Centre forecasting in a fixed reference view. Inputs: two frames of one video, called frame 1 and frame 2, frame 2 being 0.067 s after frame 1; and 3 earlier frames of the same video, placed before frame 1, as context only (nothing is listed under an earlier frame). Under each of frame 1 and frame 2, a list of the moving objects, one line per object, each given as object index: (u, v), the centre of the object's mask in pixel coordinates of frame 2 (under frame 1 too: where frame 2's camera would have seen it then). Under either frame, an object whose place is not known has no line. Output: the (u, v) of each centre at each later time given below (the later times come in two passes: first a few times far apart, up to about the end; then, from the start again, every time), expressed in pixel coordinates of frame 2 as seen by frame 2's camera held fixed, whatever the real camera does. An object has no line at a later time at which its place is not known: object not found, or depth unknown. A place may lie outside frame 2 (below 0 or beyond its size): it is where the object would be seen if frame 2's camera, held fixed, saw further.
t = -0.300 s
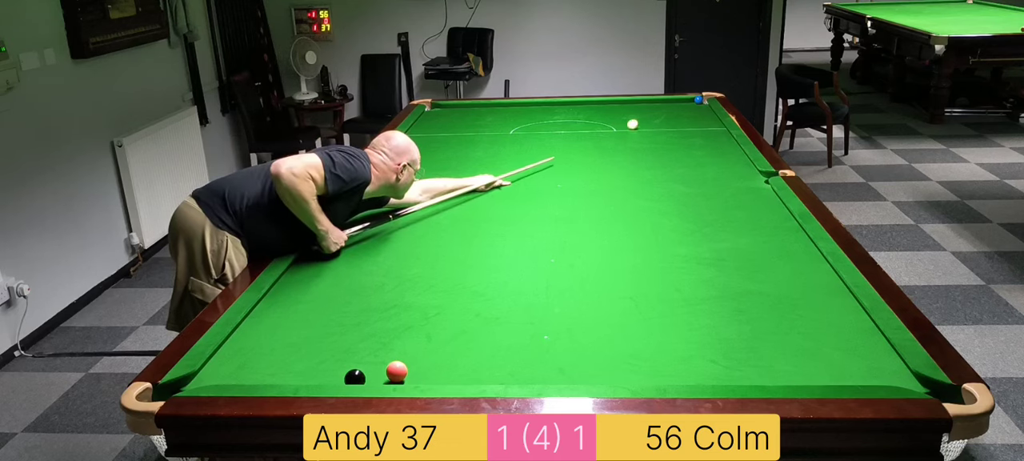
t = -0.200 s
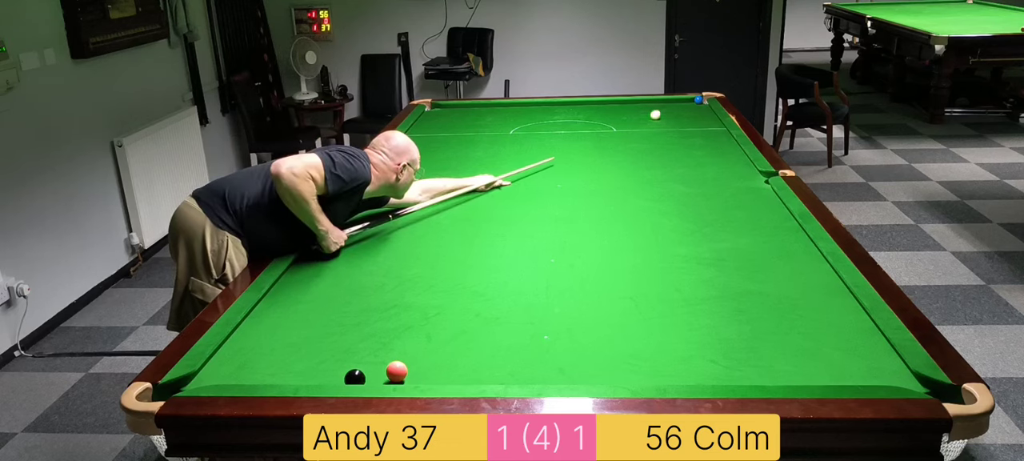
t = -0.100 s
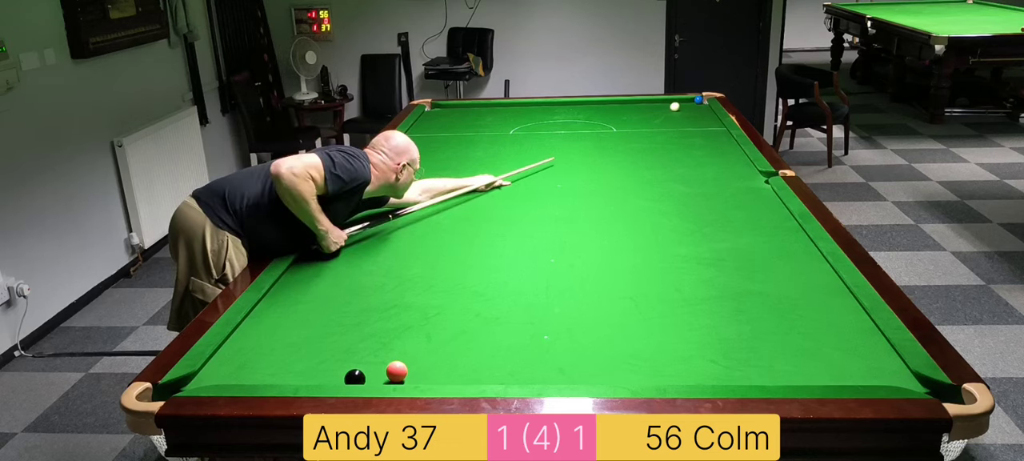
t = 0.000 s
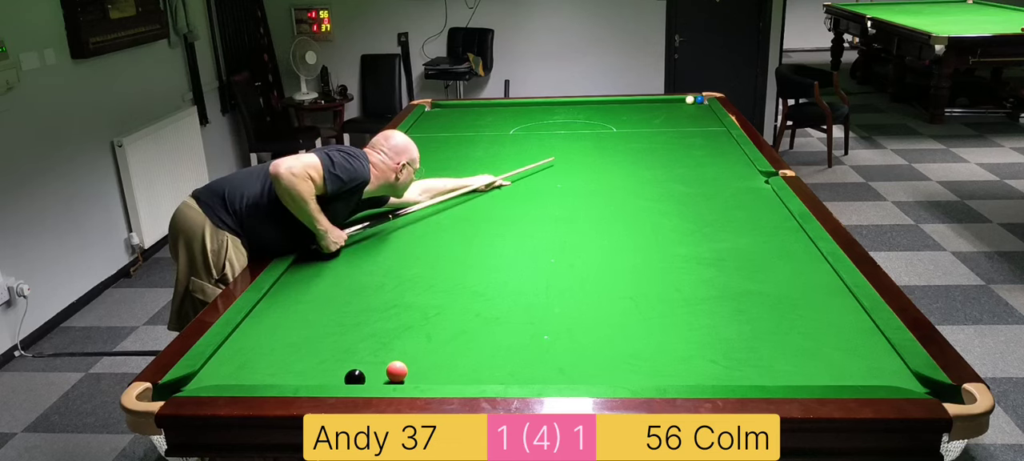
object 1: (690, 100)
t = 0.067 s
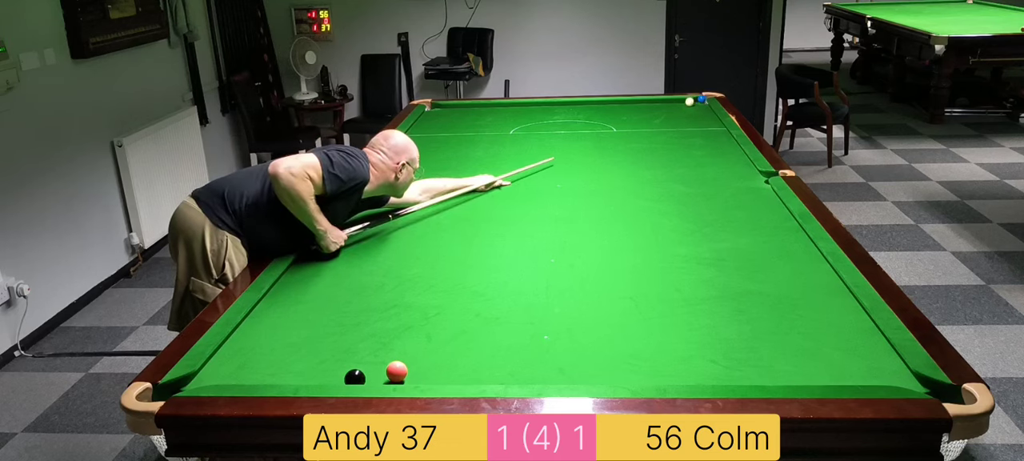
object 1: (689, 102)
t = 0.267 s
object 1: (695, 109)
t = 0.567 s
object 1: (709, 120)
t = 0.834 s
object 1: (722, 130)
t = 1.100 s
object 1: (726, 140)
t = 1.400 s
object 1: (730, 152)
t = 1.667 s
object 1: (734, 165)
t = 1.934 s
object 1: (739, 177)
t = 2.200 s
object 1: (744, 192)
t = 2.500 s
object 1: (750, 209)
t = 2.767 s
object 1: (755, 225)
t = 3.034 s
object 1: (761, 244)
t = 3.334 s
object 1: (769, 266)
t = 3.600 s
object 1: (776, 288)
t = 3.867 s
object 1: (783, 312)
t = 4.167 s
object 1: (793, 340)
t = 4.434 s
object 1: (801, 369)
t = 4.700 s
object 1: (799, 374)
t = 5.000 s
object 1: (786, 356)
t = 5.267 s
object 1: (776, 342)
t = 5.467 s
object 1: (769, 333)
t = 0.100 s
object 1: (690, 103)
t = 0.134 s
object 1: (690, 104)
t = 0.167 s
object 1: (691, 106)
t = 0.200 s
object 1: (692, 107)
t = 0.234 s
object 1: (693, 108)
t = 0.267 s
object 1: (695, 109)
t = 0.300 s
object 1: (696, 111)
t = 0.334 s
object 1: (697, 112)
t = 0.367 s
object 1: (699, 113)
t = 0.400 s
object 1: (701, 114)
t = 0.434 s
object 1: (702, 115)
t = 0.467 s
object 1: (704, 116)
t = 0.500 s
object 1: (706, 118)
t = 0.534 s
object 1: (707, 119)
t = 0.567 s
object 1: (709, 120)
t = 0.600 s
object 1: (711, 121)
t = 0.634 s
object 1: (713, 122)
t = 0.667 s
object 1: (715, 124)
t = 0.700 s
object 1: (716, 125)
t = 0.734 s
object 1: (718, 126)
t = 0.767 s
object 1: (720, 127)
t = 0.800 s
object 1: (722, 129)
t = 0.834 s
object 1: (722, 130)
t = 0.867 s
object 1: (723, 131)
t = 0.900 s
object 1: (723, 132)
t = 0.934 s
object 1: (724, 133)
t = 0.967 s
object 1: (724, 135)
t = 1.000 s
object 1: (725, 136)
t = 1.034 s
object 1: (725, 137)
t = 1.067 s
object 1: (726, 139)
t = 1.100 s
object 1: (726, 140)
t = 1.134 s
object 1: (727, 141)
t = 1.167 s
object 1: (727, 143)
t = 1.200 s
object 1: (727, 144)
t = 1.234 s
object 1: (728, 145)
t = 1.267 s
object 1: (728, 147)
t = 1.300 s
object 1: (729, 148)
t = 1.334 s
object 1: (729, 150)
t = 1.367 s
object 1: (730, 151)
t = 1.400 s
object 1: (730, 152)
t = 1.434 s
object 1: (731, 154)
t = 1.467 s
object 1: (731, 156)
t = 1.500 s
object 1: (732, 157)
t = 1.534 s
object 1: (732, 158)
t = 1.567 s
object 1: (733, 160)
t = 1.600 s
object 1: (733, 161)
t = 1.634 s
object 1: (734, 163)
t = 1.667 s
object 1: (734, 165)
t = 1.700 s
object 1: (735, 166)
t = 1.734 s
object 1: (735, 168)
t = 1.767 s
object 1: (736, 169)
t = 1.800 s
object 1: (737, 171)
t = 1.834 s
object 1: (737, 173)
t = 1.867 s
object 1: (738, 174)
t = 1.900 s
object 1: (738, 176)
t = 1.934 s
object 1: (739, 177)
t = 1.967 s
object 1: (739, 179)
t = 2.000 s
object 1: (740, 181)
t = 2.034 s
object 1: (741, 183)
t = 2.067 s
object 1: (741, 184)
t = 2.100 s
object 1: (742, 186)
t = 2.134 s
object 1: (742, 188)
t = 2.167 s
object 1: (743, 190)
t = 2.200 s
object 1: (744, 192)
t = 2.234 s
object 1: (744, 193)
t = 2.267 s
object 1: (745, 195)
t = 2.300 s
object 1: (746, 197)
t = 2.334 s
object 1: (746, 199)
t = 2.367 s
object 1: (747, 201)
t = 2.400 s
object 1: (748, 203)
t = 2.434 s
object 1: (748, 205)
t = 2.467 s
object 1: (749, 207)
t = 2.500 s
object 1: (750, 209)
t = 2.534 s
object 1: (751, 211)
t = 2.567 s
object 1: (751, 213)
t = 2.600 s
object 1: (752, 215)
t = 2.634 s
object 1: (753, 217)
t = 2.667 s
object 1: (753, 219)
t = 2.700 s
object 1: (754, 221)
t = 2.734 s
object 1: (755, 223)
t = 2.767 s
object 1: (755, 225)
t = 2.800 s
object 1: (756, 228)
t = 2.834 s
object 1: (757, 230)
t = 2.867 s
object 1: (758, 232)
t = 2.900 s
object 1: (758, 234)
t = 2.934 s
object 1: (759, 236)
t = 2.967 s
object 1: (760, 239)
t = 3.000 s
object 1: (761, 241)
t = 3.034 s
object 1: (761, 244)
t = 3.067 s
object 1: (762, 246)
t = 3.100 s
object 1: (763, 248)
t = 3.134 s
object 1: (764, 251)
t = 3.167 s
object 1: (765, 253)
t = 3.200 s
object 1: (765, 256)
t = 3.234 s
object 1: (766, 258)
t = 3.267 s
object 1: (767, 261)
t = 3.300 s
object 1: (768, 263)
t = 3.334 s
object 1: (769, 266)
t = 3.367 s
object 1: (770, 269)
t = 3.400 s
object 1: (771, 271)
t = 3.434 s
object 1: (771, 274)
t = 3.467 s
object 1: (772, 277)
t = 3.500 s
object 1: (773, 279)
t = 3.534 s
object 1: (774, 282)
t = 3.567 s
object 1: (775, 285)
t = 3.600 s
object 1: (776, 288)
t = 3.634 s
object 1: (777, 291)
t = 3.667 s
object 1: (777, 293)
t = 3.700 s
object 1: (778, 296)
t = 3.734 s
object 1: (780, 299)
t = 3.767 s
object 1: (780, 302)
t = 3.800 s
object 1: (781, 305)
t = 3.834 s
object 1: (782, 308)
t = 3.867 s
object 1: (783, 312)
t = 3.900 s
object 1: (784, 314)
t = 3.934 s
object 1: (785, 318)
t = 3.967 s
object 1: (786, 321)
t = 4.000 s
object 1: (787, 324)
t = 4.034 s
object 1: (788, 327)
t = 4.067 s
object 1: (789, 331)
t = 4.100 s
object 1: (790, 334)
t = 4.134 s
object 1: (791, 337)
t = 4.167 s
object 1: (793, 340)
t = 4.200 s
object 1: (794, 344)
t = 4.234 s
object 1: (795, 347)
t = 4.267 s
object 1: (796, 351)
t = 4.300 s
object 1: (797, 354)
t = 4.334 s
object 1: (798, 358)
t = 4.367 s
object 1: (799, 361)
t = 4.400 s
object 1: (800, 365)
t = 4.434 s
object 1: (801, 369)
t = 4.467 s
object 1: (802, 372)
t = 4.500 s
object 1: (804, 375)
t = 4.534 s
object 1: (804, 377)
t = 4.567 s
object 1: (806, 379)
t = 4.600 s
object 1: (804, 377)
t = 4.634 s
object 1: (802, 376)
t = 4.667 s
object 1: (801, 375)
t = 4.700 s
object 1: (799, 374)
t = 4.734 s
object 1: (797, 371)
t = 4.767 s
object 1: (796, 369)
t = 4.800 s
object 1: (794, 367)
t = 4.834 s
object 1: (793, 365)
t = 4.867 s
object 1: (791, 363)
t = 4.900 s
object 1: (790, 361)
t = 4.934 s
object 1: (788, 359)
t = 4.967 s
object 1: (787, 358)
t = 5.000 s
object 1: (786, 356)
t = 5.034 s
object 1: (784, 354)
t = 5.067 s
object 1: (783, 352)
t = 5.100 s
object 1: (782, 350)
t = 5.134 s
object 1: (780, 348)
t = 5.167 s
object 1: (779, 347)
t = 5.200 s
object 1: (778, 345)
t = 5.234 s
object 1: (777, 344)
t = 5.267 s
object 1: (776, 342)
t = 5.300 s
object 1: (774, 340)
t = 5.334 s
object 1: (773, 339)
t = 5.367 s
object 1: (772, 337)
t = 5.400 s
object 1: (771, 336)
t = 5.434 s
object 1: (770, 334)
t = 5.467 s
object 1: (769, 333)
